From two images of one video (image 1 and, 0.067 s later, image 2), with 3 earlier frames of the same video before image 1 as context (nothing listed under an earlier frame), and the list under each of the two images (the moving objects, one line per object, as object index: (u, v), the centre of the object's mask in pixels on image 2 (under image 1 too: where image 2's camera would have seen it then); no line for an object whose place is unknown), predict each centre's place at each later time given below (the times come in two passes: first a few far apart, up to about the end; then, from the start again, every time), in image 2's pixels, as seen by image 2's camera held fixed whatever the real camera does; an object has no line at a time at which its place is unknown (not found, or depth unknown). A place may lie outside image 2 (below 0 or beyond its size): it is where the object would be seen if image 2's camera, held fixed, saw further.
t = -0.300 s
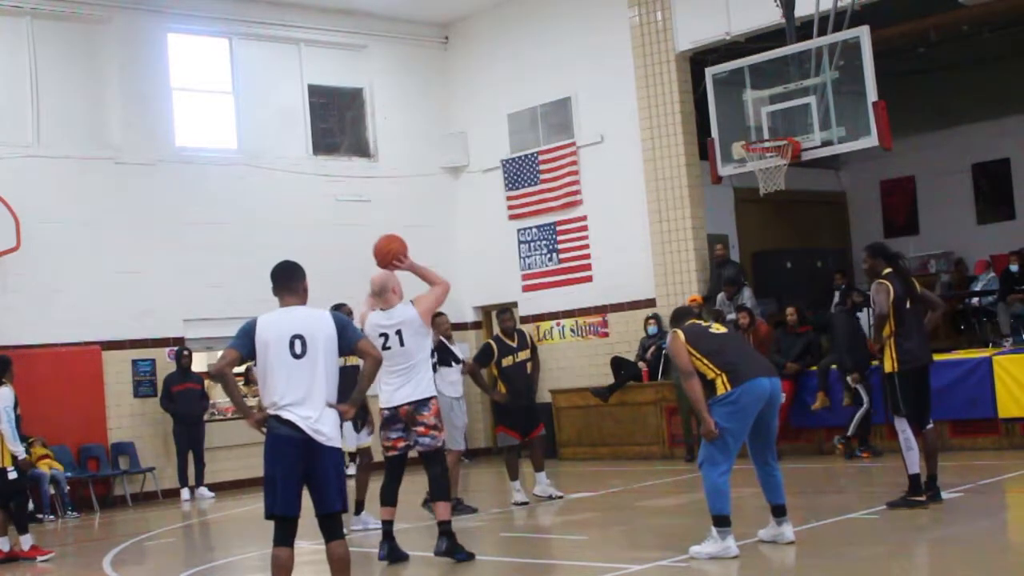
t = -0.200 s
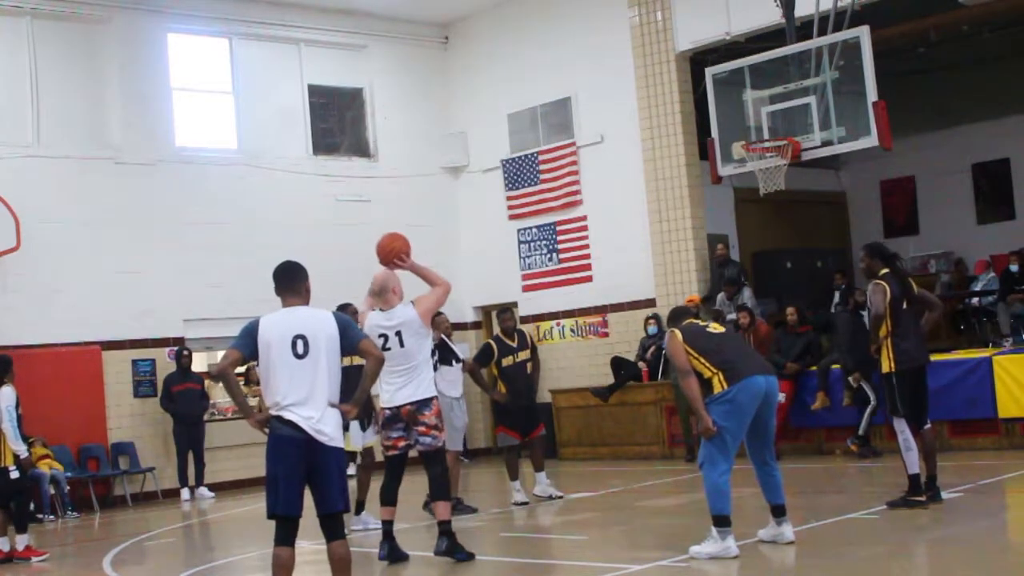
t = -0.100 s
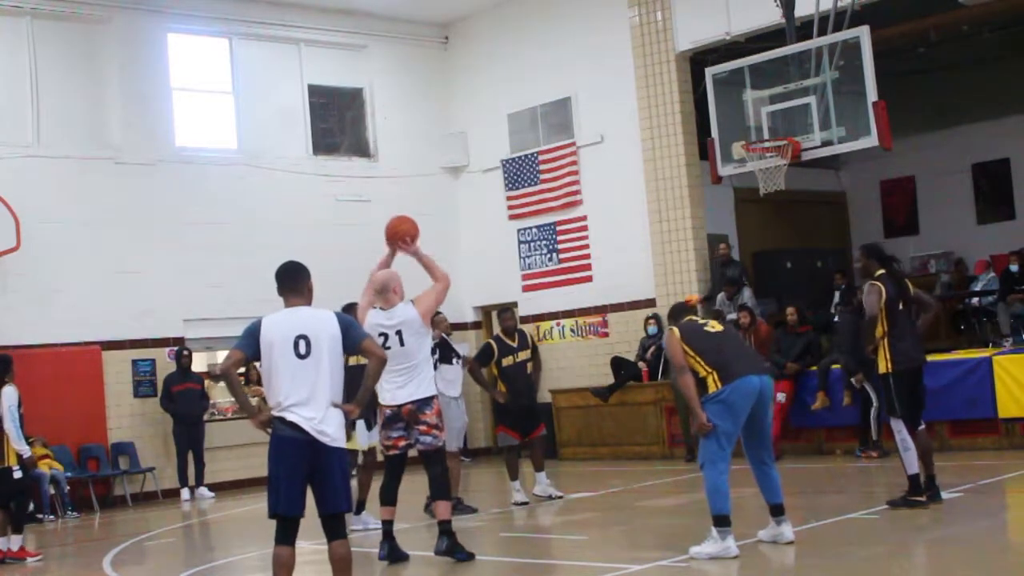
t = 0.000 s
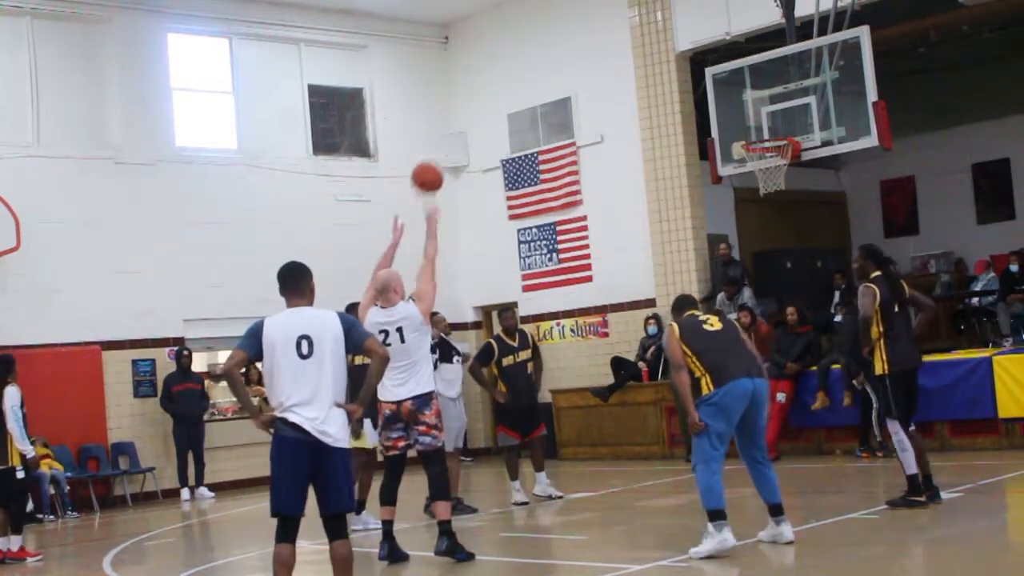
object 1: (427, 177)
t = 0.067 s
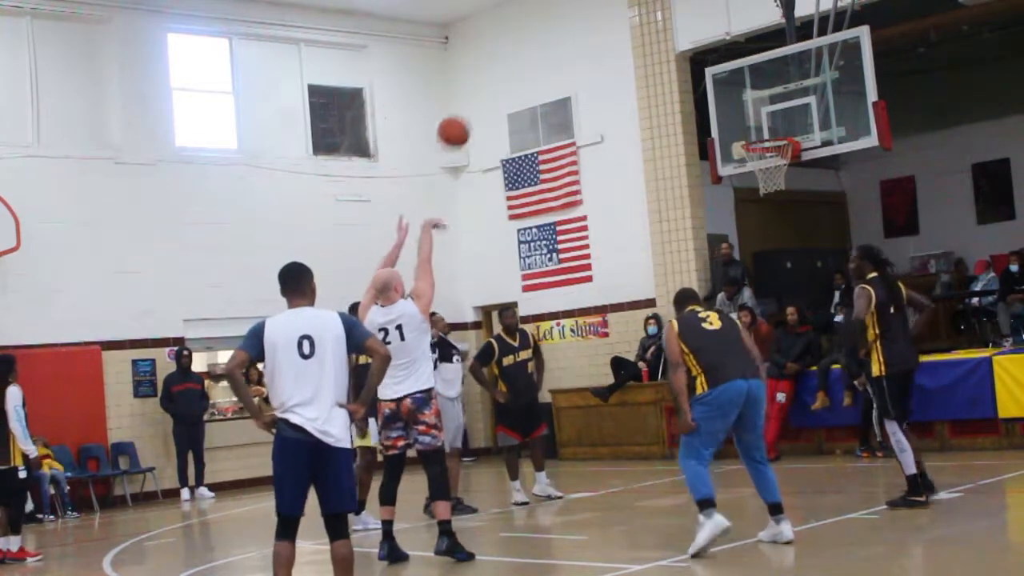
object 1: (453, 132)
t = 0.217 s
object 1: (510, 57)
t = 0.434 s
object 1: (587, 9)
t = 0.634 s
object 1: (656, 12)
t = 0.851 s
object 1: (728, 64)
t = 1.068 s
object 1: (777, 147)
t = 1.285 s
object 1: (745, 167)
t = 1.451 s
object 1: (757, 172)
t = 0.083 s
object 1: (460, 122)
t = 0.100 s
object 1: (466, 112)
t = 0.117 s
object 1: (473, 103)
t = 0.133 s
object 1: (479, 94)
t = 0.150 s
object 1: (485, 86)
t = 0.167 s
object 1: (492, 78)
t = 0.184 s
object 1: (498, 70)
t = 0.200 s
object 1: (504, 63)
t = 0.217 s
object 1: (510, 57)
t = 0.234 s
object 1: (517, 50)
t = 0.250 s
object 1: (523, 45)
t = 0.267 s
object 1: (528, 39)
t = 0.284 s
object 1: (534, 34)
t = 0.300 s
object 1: (540, 29)
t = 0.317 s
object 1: (546, 25)
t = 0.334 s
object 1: (552, 21)
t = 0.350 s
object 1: (558, 18)
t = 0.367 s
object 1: (564, 15)
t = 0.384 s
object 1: (570, 13)
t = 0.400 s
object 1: (576, 11)
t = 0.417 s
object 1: (581, 10)
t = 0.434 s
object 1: (587, 9)
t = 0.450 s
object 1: (593, 9)
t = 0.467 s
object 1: (599, 8)
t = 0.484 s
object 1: (604, 8)
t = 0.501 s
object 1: (610, 8)
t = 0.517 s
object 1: (616, 8)
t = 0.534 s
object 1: (622, 8)
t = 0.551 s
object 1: (627, 8)
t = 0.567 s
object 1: (633, 9)
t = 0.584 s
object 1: (639, 9)
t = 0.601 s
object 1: (644, 10)
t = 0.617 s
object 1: (651, 11)
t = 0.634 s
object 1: (656, 12)
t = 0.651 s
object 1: (660, 14)
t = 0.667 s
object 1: (666, 16)
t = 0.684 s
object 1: (672, 20)
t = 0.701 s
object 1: (678, 23)
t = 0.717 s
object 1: (684, 27)
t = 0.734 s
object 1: (689, 31)
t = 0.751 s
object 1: (694, 36)
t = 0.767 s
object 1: (700, 39)
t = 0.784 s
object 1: (704, 45)
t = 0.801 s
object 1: (712, 50)
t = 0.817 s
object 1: (716, 54)
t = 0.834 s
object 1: (721, 57)
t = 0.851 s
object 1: (728, 64)
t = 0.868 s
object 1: (732, 71)
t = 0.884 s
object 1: (739, 78)
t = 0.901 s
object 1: (743, 86)
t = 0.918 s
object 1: (748, 91)
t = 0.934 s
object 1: (755, 99)
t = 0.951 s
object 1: (757, 104)
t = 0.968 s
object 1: (766, 115)
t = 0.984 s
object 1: (770, 124)
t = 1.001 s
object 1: (777, 129)
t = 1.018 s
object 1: (780, 136)
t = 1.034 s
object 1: (780, 138)
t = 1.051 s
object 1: (780, 140)
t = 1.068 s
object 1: (777, 147)
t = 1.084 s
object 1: (775, 158)
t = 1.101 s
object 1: (768, 159)
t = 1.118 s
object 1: (766, 158)
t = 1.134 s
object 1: (768, 158)
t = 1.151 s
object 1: (759, 164)
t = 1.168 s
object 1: (756, 165)
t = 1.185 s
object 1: (755, 166)
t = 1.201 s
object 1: (753, 167)
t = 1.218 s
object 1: (749, 169)
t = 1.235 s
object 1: (749, 170)
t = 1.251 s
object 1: (745, 168)
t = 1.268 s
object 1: (745, 168)
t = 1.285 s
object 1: (745, 167)
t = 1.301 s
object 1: (744, 168)
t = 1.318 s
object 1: (744, 168)
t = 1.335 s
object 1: (744, 168)
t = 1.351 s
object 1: (746, 167)
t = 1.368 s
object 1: (745, 167)
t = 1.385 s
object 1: (747, 168)
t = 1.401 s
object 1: (747, 168)
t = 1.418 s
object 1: (750, 169)
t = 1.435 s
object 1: (754, 168)
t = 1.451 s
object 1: (757, 172)
